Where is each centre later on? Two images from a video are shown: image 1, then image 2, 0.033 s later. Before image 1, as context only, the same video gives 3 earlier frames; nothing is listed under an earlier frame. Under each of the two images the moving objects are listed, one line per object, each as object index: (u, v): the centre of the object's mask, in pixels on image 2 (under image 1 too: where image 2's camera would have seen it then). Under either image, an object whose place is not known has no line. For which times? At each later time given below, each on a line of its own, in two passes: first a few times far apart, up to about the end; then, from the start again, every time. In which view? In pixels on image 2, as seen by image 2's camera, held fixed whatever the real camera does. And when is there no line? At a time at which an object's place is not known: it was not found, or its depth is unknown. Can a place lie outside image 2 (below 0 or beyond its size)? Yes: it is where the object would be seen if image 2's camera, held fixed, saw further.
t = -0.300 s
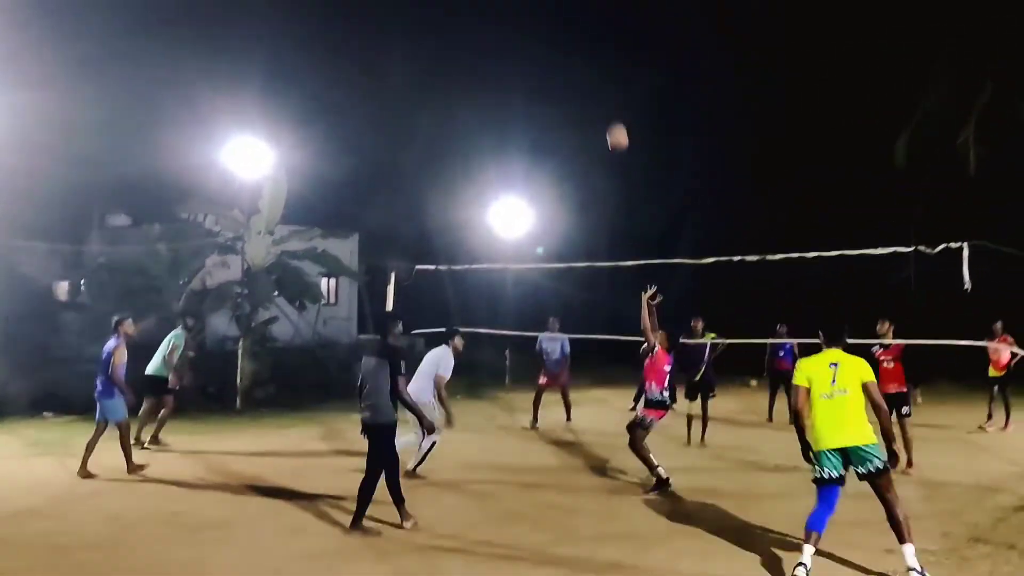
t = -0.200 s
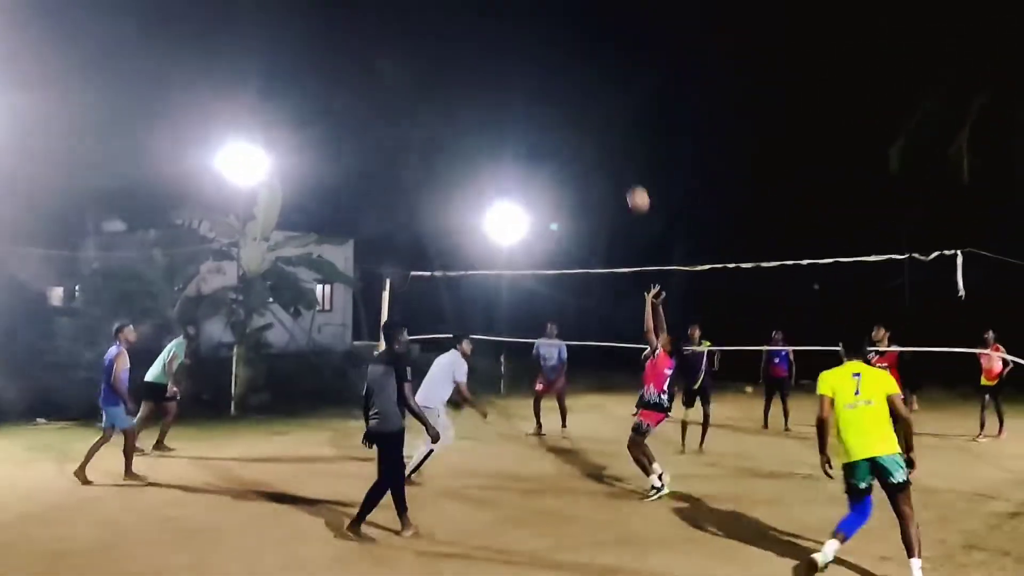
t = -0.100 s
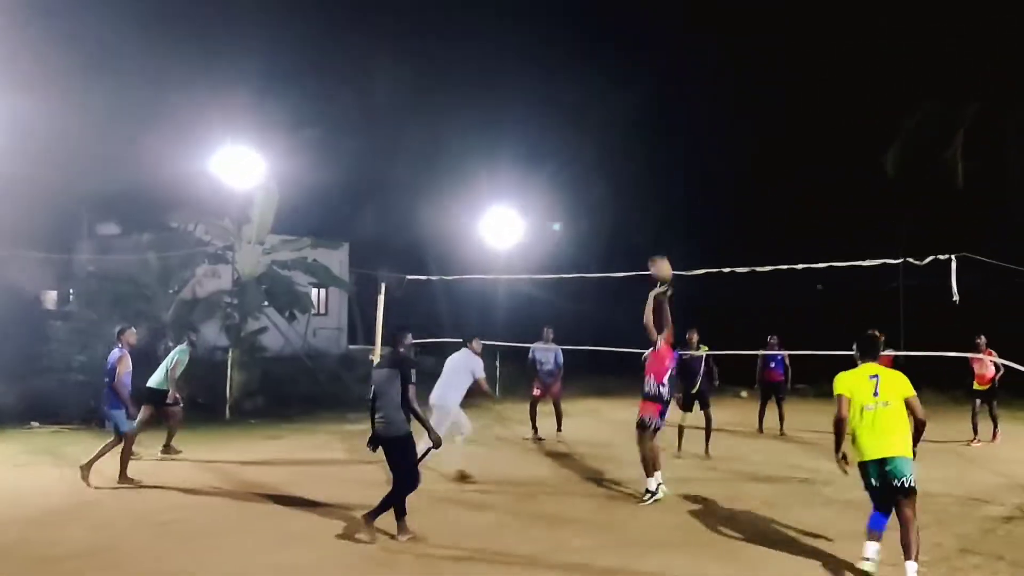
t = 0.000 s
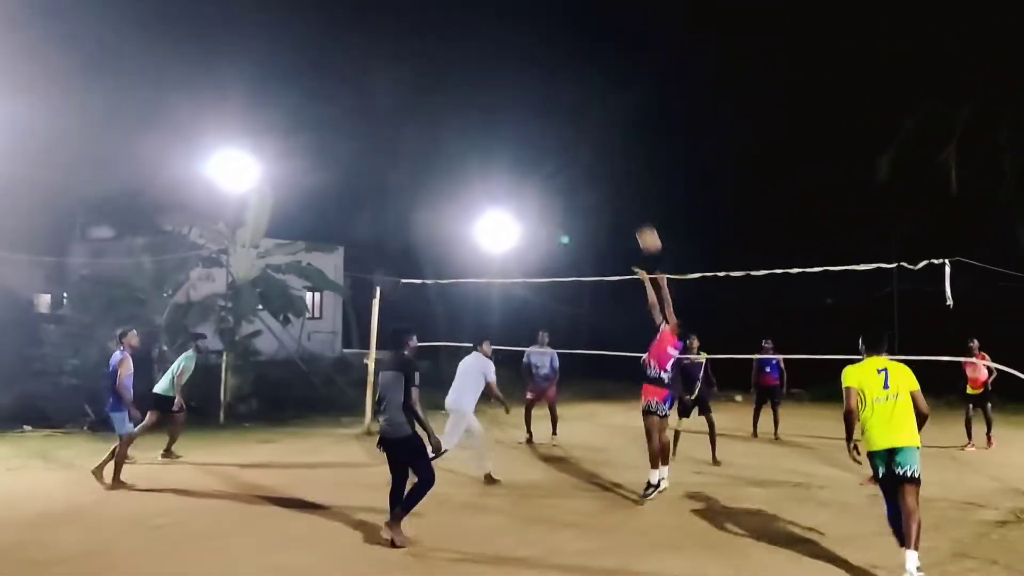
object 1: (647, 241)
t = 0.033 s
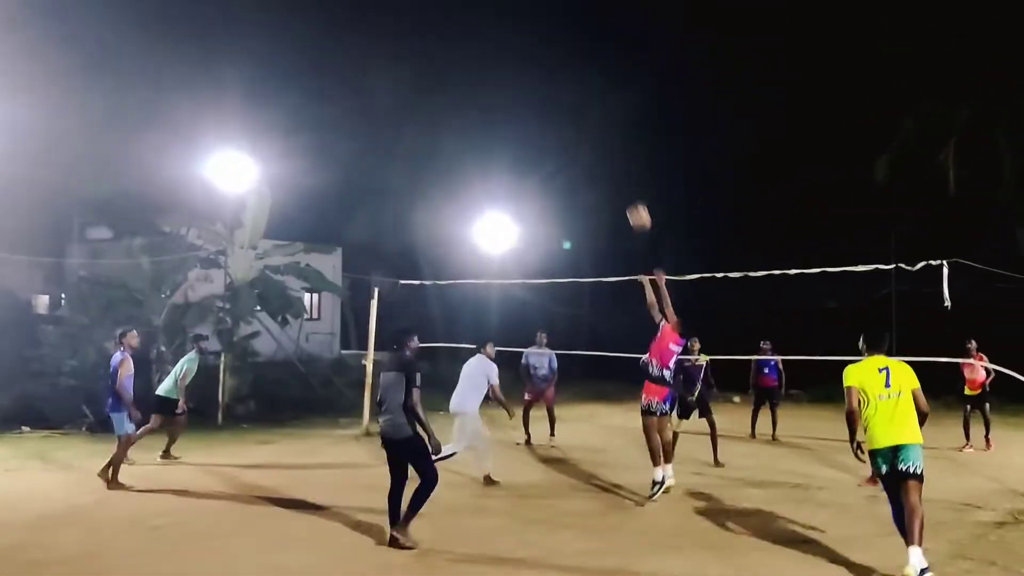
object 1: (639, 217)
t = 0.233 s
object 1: (596, 101)
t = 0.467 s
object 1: (550, 23)
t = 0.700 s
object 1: (510, 0)
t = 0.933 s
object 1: (475, 15)
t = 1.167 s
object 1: (443, 69)
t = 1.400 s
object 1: (414, 153)
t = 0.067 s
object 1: (631, 194)
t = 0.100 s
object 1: (624, 172)
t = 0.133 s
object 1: (617, 153)
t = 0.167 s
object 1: (609, 134)
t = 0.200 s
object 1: (602, 117)
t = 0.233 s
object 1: (596, 101)
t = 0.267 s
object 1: (589, 86)
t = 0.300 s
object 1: (582, 73)
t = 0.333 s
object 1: (576, 61)
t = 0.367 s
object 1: (569, 49)
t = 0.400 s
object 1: (562, 39)
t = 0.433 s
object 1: (556, 31)
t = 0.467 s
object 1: (550, 23)
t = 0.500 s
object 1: (544, 17)
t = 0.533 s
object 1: (538, 11)
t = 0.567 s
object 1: (532, 7)
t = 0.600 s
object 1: (527, 3)
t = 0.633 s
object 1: (521, 1)
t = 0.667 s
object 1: (516, 0)
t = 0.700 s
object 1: (510, 0)
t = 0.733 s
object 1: (506, 0)
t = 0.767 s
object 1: (500, 0)
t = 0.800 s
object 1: (494, 1)
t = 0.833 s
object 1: (490, 3)
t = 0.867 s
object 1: (485, 6)
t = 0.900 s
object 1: (480, 11)
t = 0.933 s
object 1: (475, 15)
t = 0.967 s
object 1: (470, 21)
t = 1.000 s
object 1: (465, 28)
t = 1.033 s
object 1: (461, 35)
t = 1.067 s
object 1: (456, 42)
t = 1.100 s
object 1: (452, 50)
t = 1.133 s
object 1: (447, 59)
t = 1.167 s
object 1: (443, 69)
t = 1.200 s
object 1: (438, 79)
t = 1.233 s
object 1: (434, 90)
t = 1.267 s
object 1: (430, 102)
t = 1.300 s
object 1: (426, 114)
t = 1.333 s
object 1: (422, 126)
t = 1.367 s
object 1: (418, 139)
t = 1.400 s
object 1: (414, 153)
